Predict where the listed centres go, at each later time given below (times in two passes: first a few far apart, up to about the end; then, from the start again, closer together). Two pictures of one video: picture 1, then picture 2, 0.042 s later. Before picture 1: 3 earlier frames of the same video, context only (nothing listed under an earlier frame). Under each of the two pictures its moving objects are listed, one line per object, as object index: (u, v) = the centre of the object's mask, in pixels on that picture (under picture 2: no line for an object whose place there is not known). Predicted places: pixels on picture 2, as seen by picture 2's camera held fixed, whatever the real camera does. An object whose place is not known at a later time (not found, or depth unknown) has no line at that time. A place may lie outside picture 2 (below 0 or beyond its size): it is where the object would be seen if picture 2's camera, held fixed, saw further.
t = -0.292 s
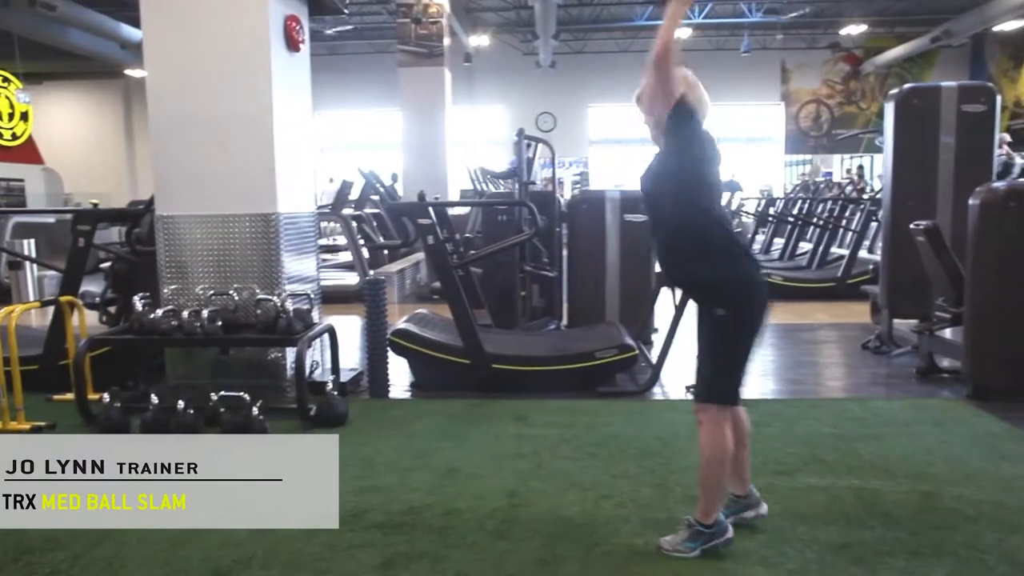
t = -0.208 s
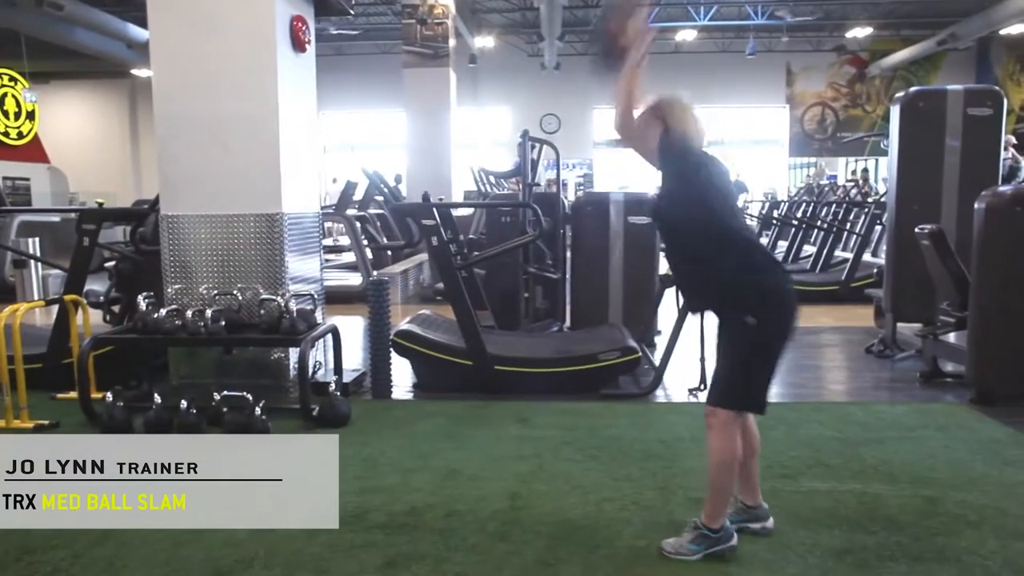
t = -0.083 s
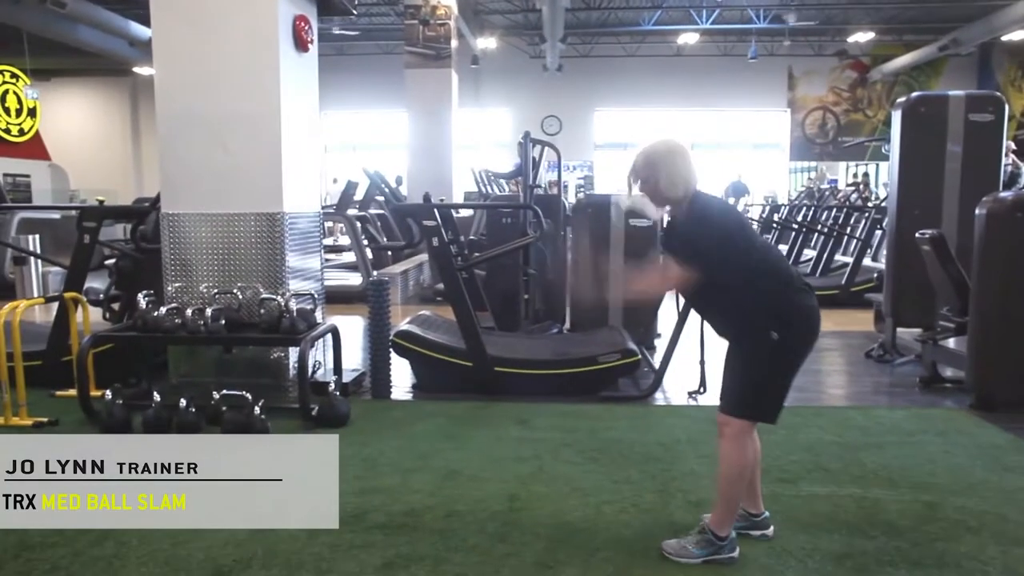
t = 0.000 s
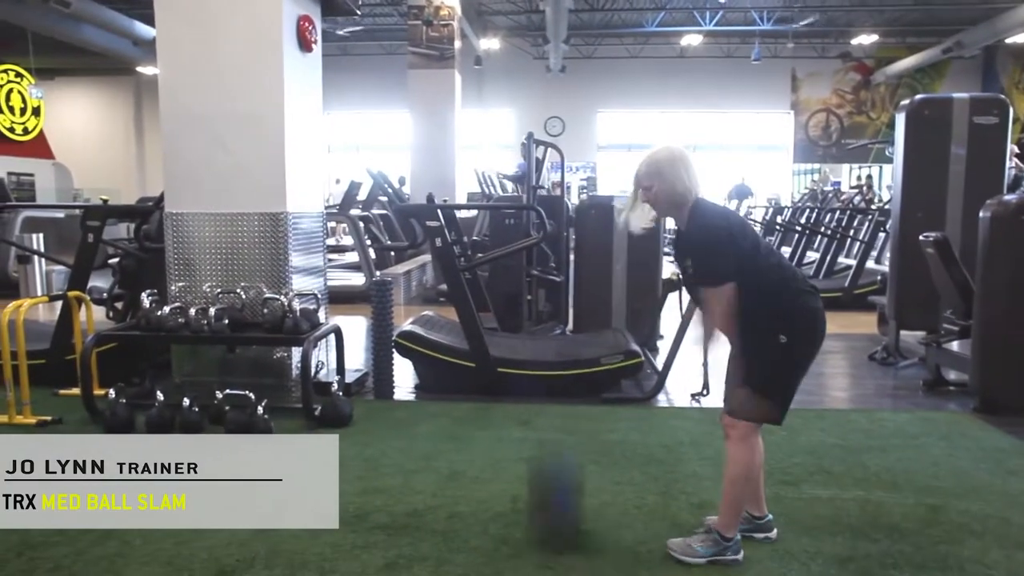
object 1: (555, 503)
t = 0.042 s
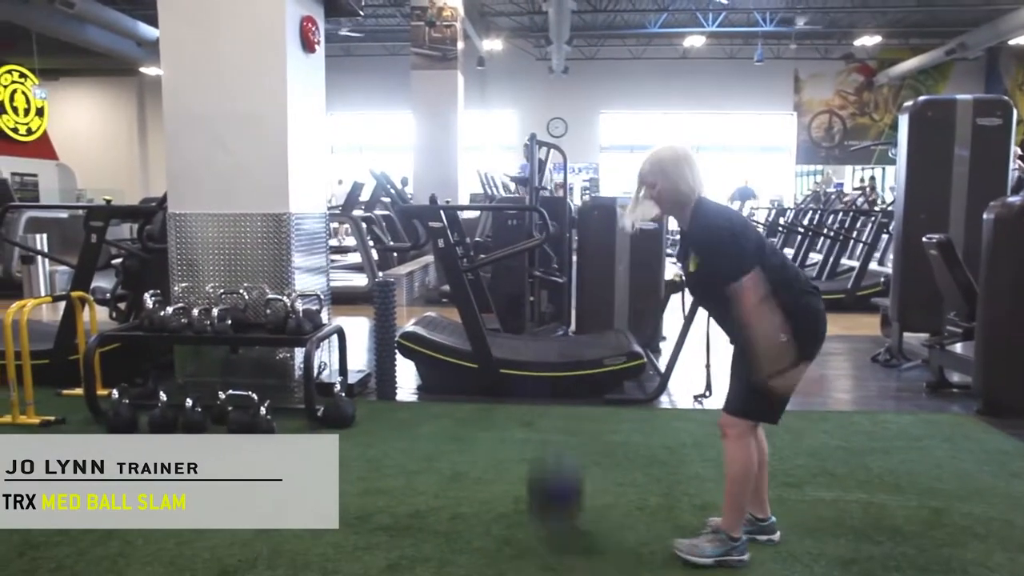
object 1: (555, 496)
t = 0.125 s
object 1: (562, 364)
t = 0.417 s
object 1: (535, 54)
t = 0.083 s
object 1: (554, 426)
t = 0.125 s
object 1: (562, 364)
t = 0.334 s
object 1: (541, 120)
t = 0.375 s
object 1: (538, 86)
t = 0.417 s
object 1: (535, 54)
